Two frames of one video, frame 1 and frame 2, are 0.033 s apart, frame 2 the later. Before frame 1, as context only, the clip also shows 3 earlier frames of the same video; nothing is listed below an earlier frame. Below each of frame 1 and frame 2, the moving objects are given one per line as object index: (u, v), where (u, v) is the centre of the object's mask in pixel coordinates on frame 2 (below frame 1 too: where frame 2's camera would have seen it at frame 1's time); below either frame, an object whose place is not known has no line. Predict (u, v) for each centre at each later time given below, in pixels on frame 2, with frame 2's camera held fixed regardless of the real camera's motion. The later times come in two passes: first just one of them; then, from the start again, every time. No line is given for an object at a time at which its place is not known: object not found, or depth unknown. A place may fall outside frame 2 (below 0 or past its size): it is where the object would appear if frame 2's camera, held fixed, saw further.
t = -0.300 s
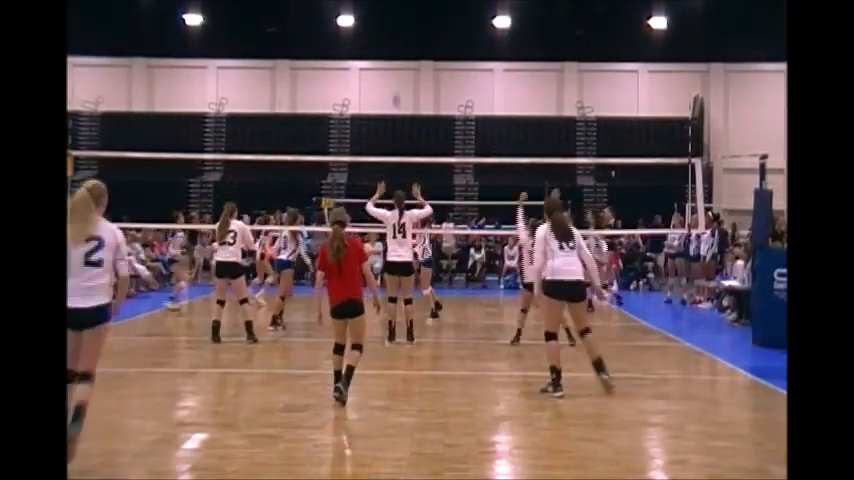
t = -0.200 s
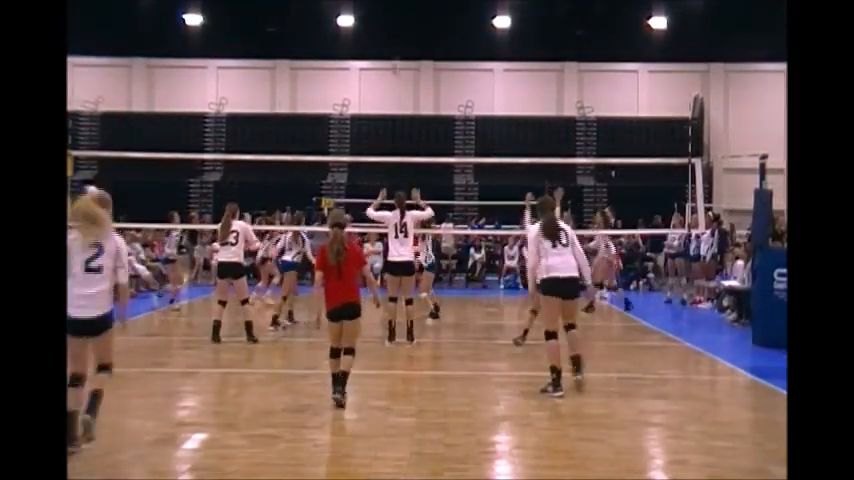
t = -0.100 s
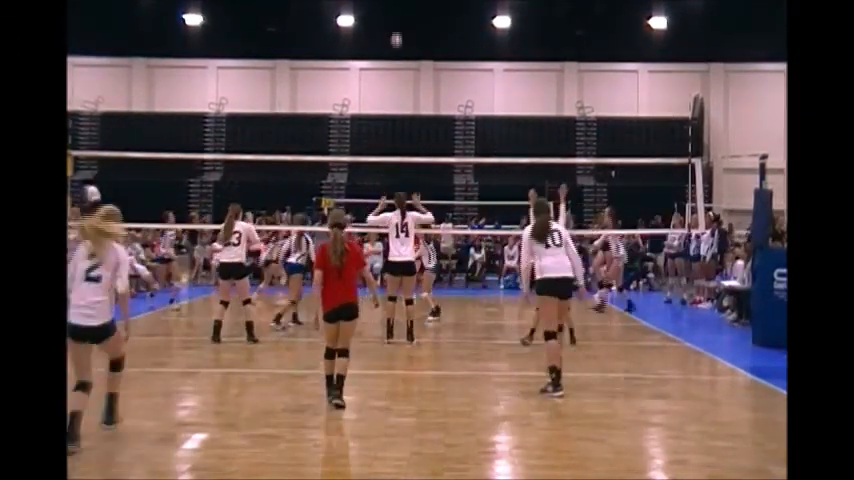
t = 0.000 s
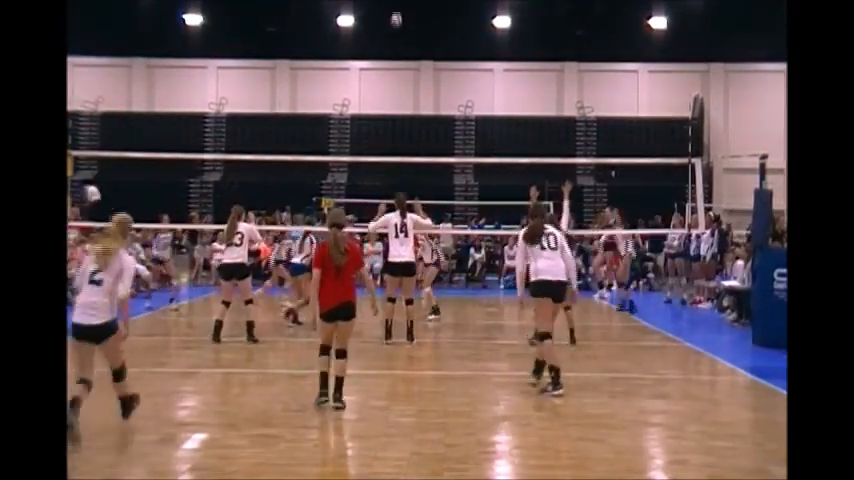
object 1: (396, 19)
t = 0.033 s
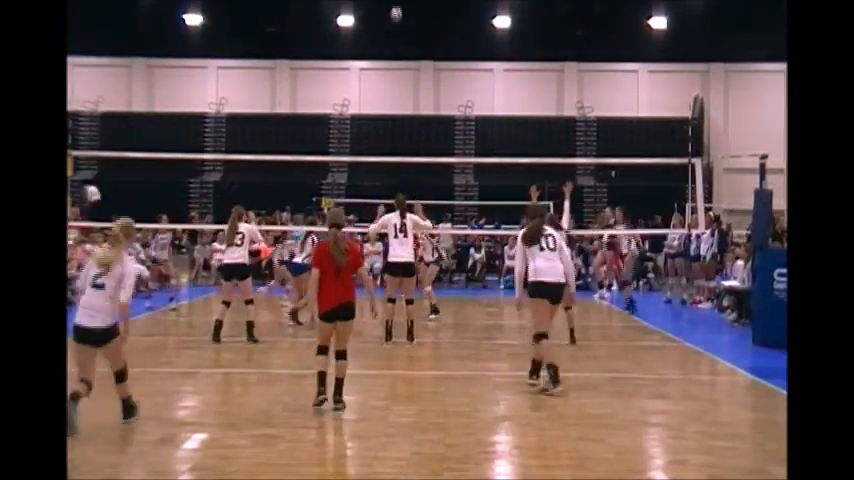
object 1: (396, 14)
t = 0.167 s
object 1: (396, 2)
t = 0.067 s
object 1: (396, 8)
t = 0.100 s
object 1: (396, 6)
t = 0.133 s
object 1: (396, 3)
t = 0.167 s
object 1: (396, 2)
